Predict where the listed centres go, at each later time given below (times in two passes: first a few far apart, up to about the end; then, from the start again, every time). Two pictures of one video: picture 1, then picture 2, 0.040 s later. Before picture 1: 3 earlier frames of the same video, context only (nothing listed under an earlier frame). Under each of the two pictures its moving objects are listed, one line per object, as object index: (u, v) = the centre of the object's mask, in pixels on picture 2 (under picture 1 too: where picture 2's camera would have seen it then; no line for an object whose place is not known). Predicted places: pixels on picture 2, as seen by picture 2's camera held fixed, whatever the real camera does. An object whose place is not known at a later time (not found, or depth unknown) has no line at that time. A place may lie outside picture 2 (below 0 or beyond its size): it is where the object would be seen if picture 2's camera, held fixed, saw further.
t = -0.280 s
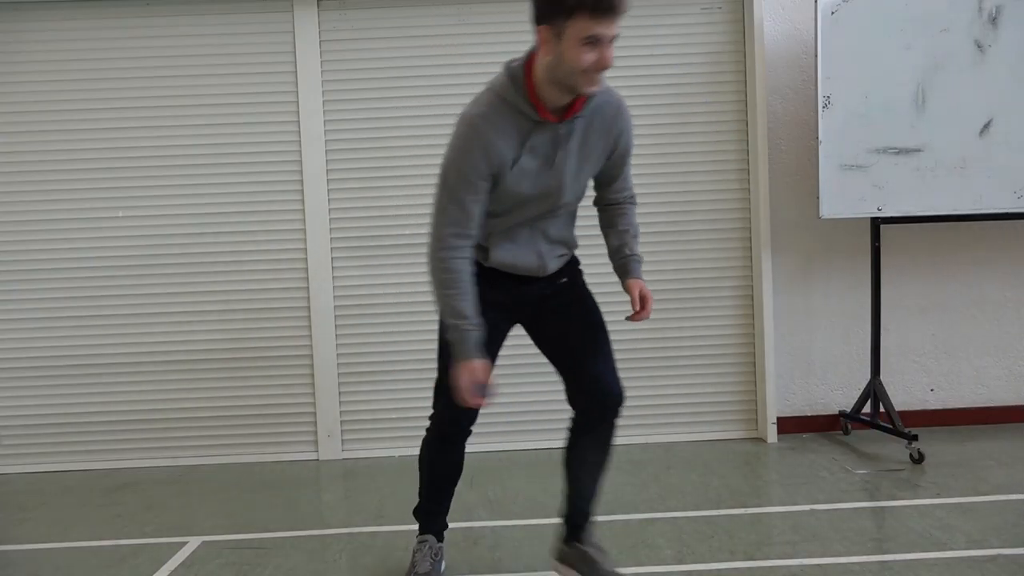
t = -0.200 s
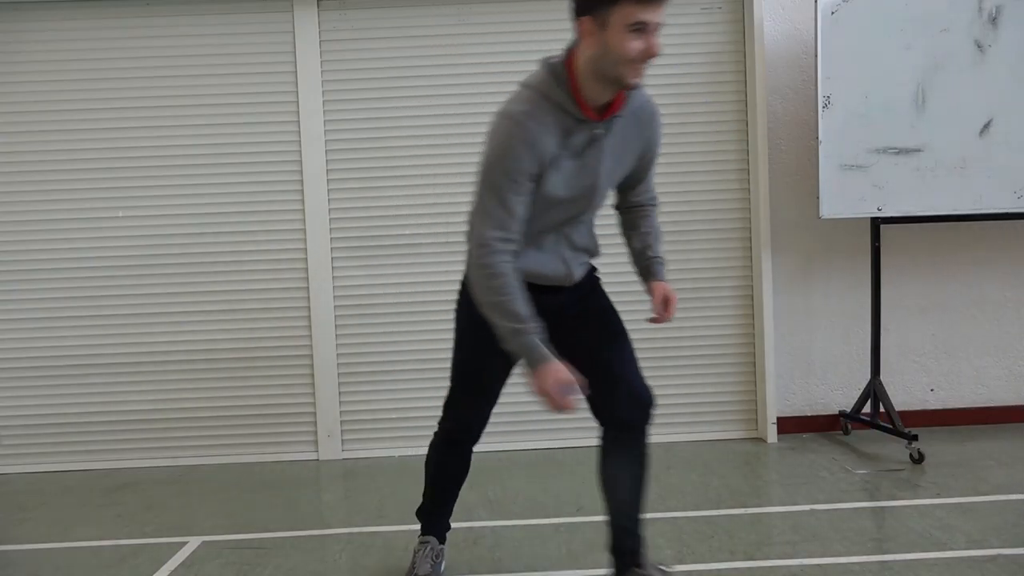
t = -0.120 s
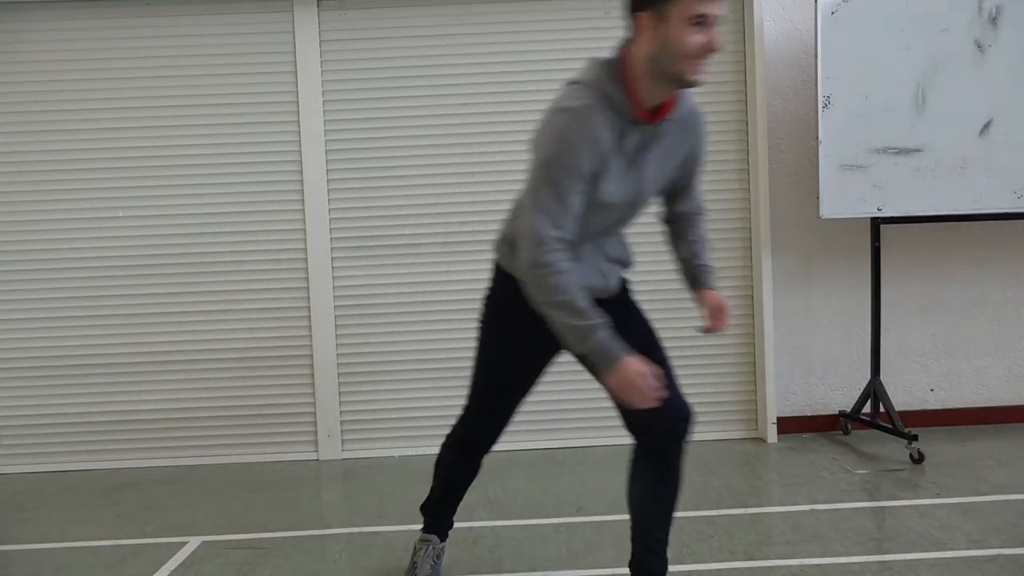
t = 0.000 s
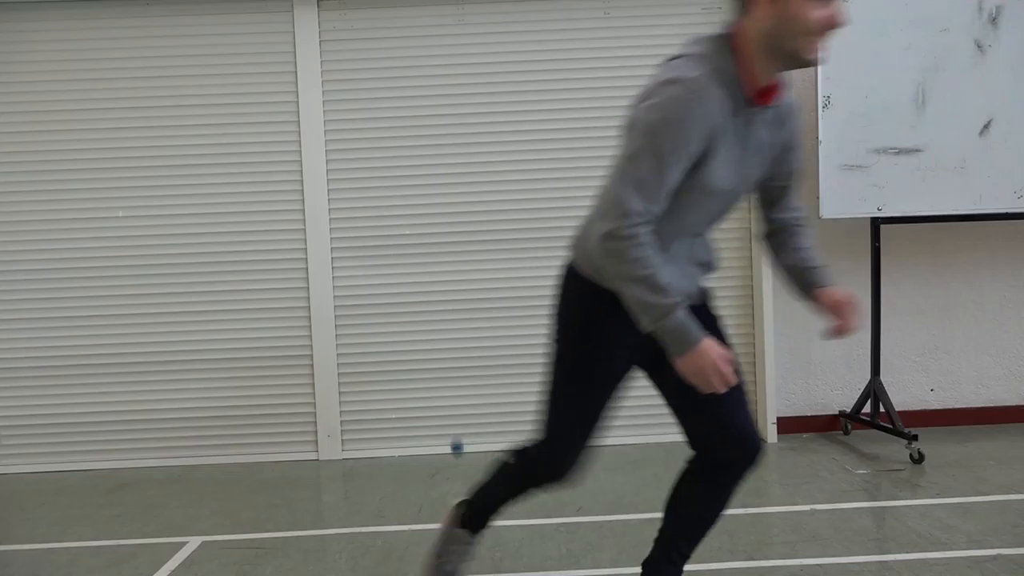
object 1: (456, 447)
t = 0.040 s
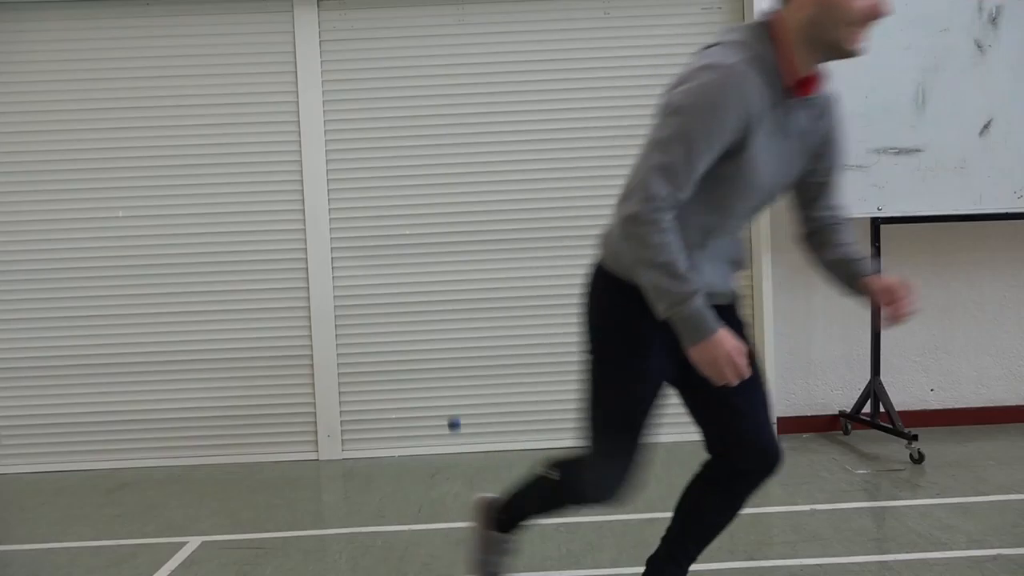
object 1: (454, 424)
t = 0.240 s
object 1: (441, 369)
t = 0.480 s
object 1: (434, 424)
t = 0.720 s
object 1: (423, 407)
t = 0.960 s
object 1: (414, 465)
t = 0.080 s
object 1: (451, 405)
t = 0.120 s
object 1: (448, 391)
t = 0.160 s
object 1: (446, 379)
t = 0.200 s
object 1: (443, 373)
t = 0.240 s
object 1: (441, 369)
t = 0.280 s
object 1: (439, 370)
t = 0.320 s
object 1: (438, 373)
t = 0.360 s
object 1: (437, 381)
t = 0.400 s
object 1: (436, 391)
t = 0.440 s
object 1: (435, 406)
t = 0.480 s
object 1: (434, 424)
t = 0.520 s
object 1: (433, 443)
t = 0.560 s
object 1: (432, 441)
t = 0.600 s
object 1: (429, 421)
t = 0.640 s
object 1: (427, 413)
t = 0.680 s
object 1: (425, 408)
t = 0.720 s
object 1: (423, 407)
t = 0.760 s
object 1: (422, 410)
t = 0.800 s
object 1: (420, 415)
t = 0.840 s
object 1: (418, 424)
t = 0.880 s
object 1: (417, 438)
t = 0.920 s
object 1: (416, 456)
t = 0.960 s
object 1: (414, 465)
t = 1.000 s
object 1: (412, 452)
